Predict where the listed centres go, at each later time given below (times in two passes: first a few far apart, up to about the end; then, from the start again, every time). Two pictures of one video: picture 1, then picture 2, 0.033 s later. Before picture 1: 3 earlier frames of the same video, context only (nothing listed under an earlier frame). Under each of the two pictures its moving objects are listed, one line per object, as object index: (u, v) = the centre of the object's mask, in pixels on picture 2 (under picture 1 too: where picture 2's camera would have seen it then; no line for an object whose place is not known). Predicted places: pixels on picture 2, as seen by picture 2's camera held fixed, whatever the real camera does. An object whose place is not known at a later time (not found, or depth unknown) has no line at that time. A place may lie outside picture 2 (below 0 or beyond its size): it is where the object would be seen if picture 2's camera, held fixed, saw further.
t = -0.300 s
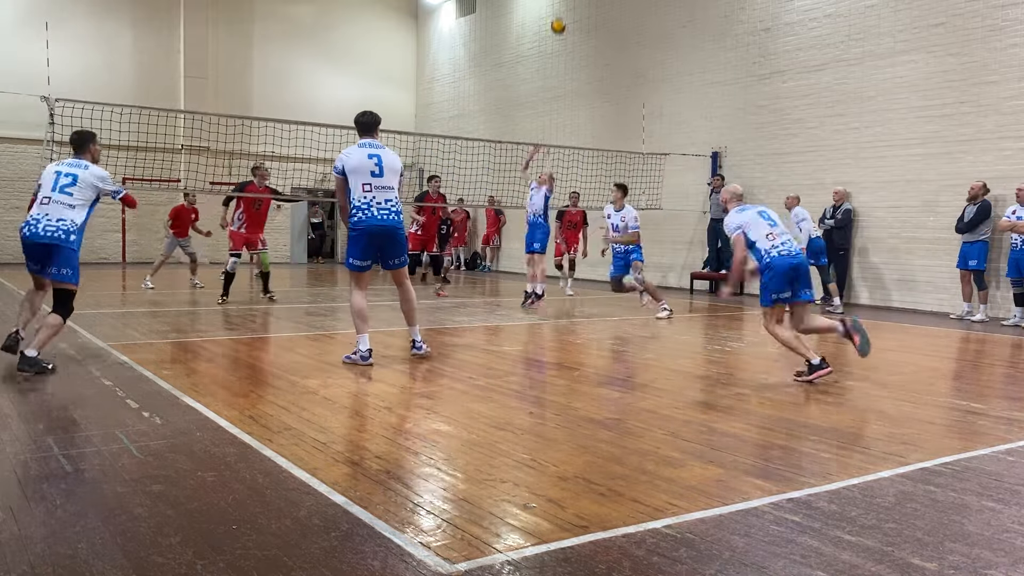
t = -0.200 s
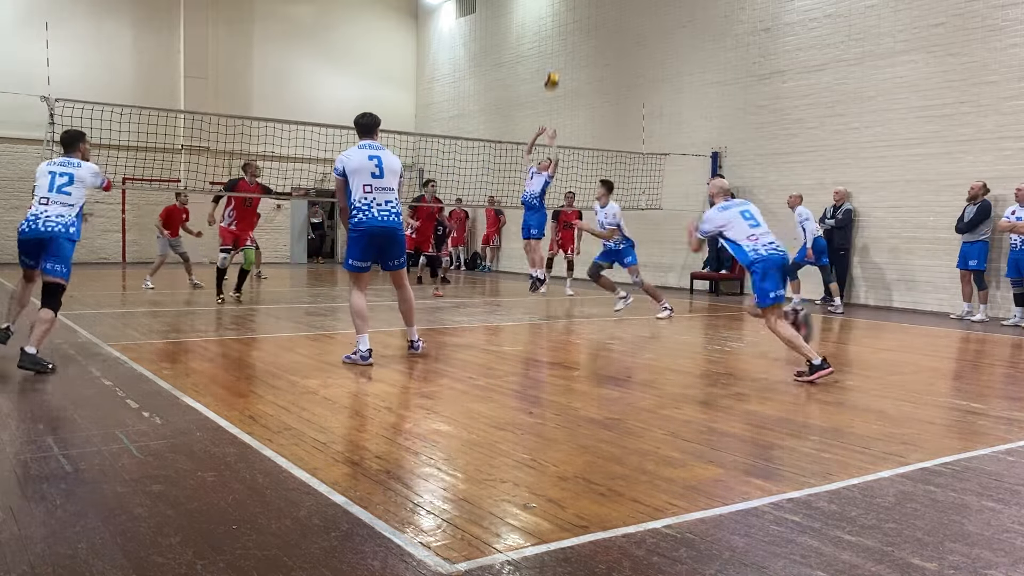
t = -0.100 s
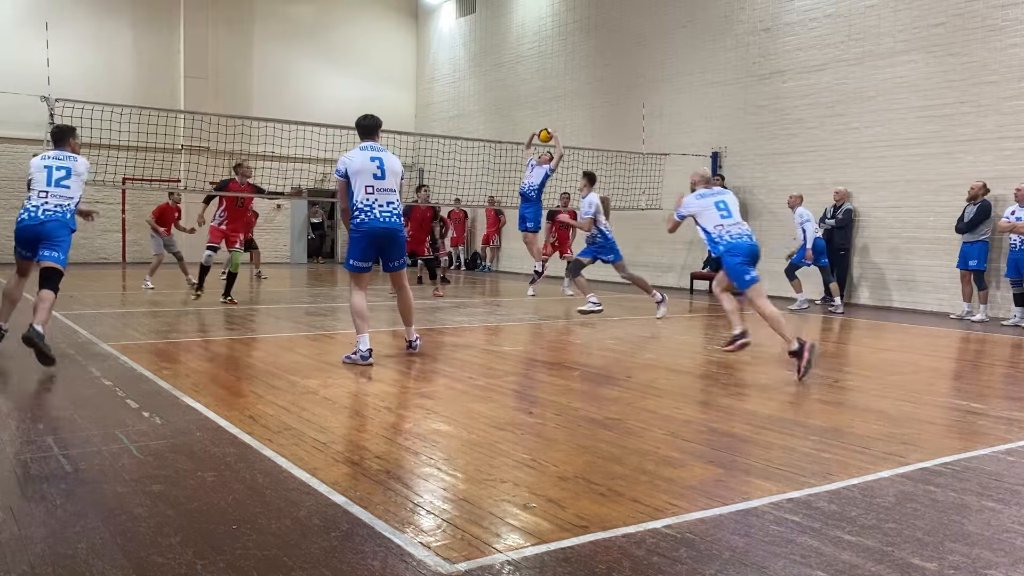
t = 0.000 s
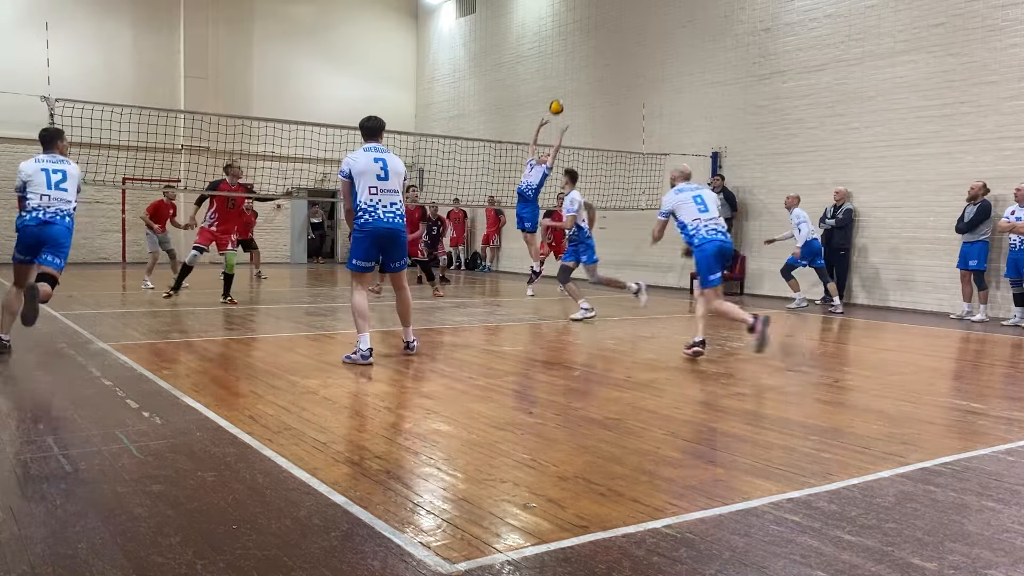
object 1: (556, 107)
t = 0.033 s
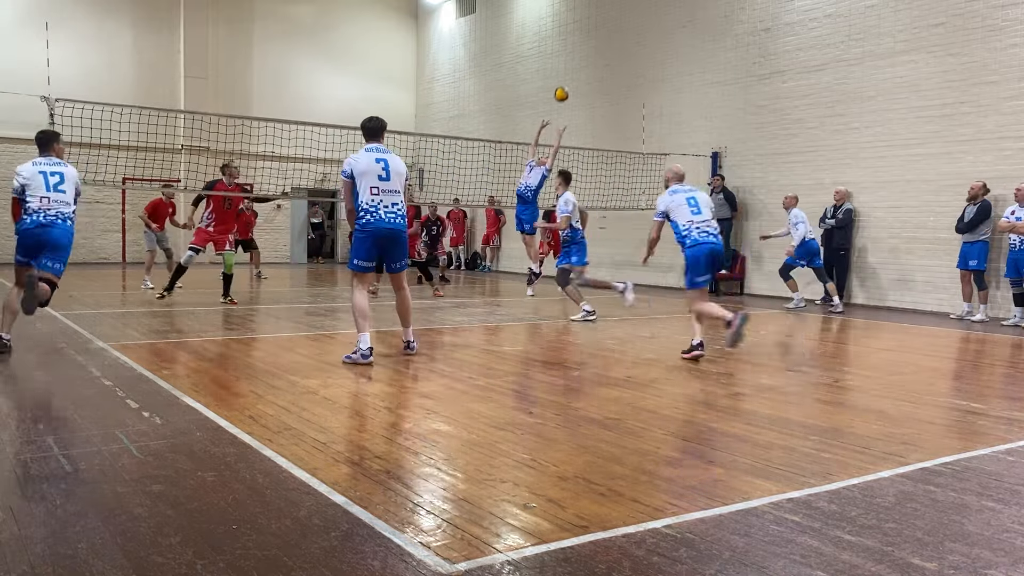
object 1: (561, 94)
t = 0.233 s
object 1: (589, 36)
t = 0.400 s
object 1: (611, 12)
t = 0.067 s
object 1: (566, 82)
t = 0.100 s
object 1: (571, 71)
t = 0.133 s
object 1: (576, 61)
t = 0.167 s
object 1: (580, 52)
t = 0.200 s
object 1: (585, 43)
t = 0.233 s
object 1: (589, 36)
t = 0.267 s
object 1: (594, 29)
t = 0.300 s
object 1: (598, 24)
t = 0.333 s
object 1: (602, 19)
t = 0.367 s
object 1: (606, 15)
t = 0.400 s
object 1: (611, 12)
